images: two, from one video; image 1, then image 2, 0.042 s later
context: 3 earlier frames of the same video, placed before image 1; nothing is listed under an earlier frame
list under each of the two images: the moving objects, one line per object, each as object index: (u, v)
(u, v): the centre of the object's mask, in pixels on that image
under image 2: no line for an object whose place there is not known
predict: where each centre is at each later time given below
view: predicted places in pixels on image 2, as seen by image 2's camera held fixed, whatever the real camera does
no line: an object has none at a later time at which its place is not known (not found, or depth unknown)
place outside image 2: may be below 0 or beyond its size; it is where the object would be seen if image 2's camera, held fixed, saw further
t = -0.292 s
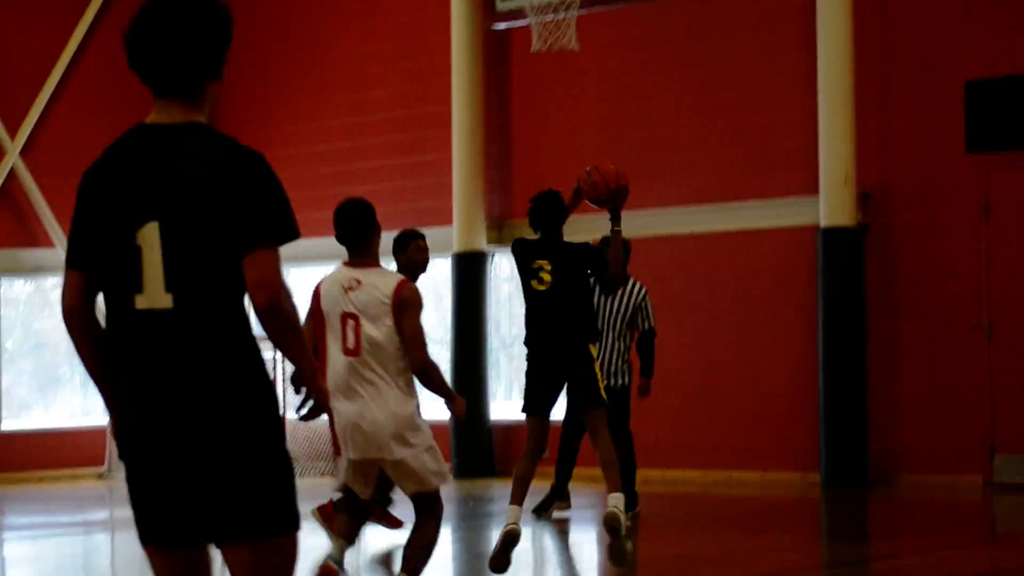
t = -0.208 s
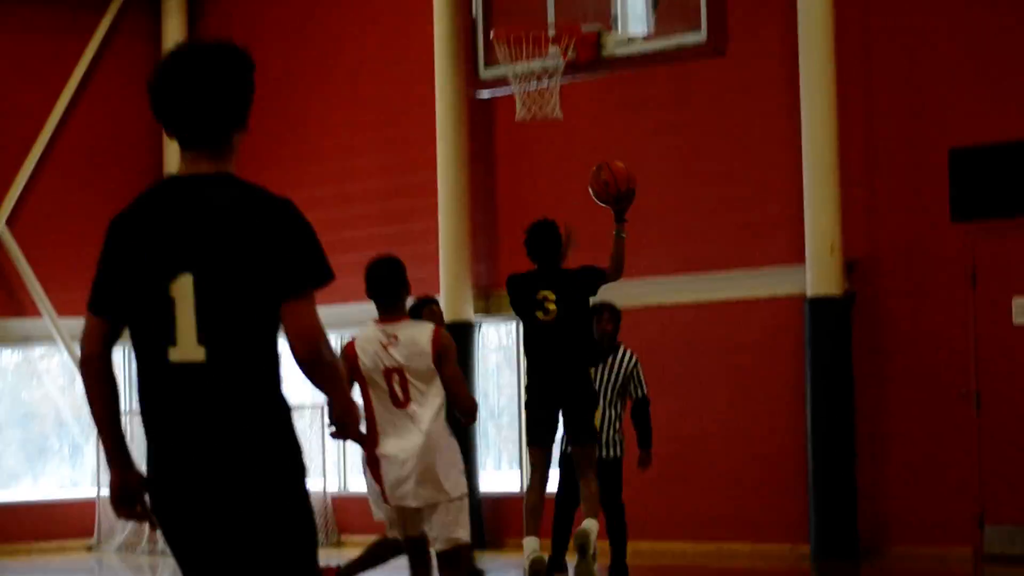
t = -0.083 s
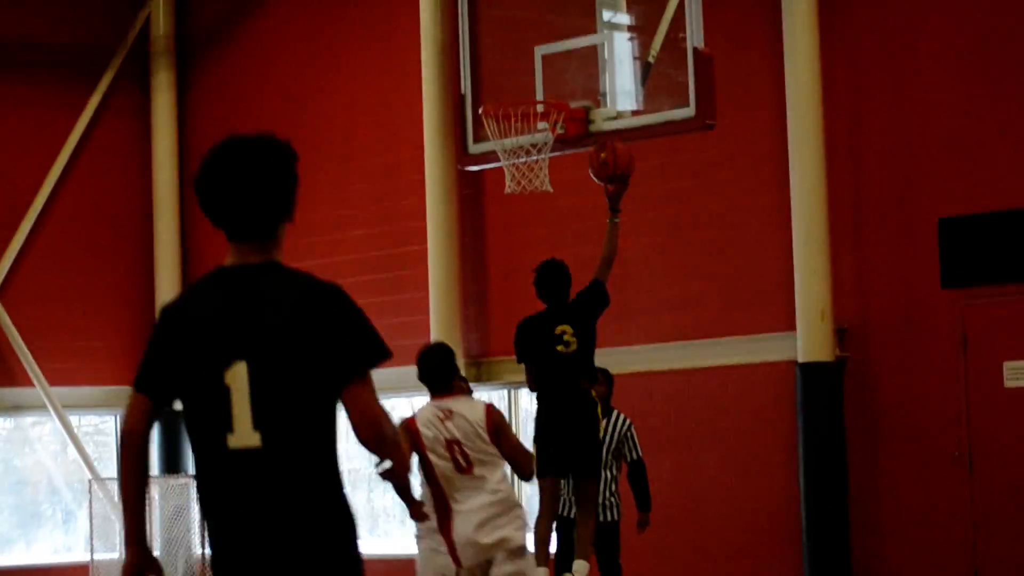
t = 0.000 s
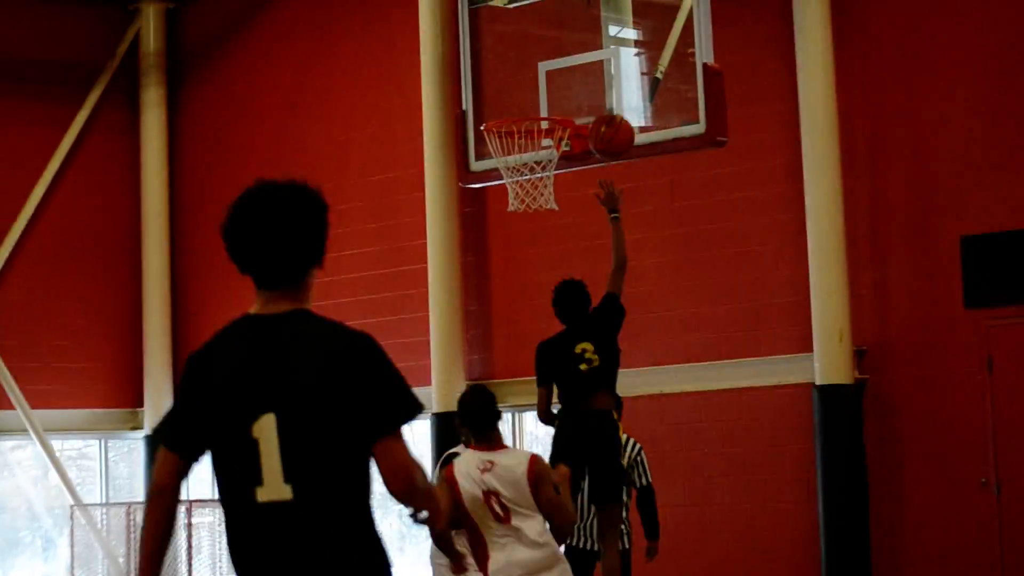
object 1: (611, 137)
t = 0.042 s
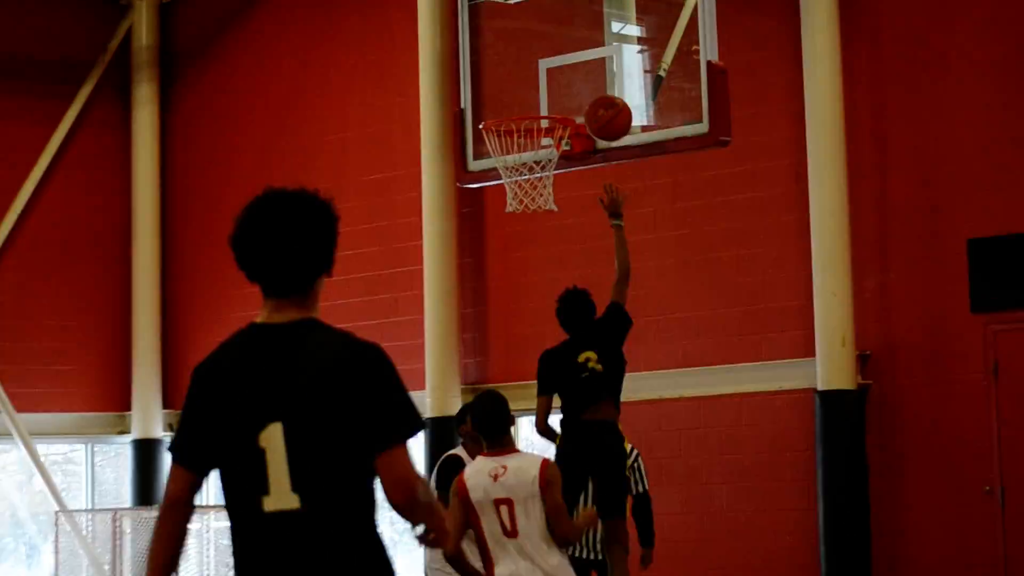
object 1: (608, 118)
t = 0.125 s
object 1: (602, 96)
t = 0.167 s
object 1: (598, 89)
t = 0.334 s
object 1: (554, 88)
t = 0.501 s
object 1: (513, 132)
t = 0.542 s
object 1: (515, 143)
